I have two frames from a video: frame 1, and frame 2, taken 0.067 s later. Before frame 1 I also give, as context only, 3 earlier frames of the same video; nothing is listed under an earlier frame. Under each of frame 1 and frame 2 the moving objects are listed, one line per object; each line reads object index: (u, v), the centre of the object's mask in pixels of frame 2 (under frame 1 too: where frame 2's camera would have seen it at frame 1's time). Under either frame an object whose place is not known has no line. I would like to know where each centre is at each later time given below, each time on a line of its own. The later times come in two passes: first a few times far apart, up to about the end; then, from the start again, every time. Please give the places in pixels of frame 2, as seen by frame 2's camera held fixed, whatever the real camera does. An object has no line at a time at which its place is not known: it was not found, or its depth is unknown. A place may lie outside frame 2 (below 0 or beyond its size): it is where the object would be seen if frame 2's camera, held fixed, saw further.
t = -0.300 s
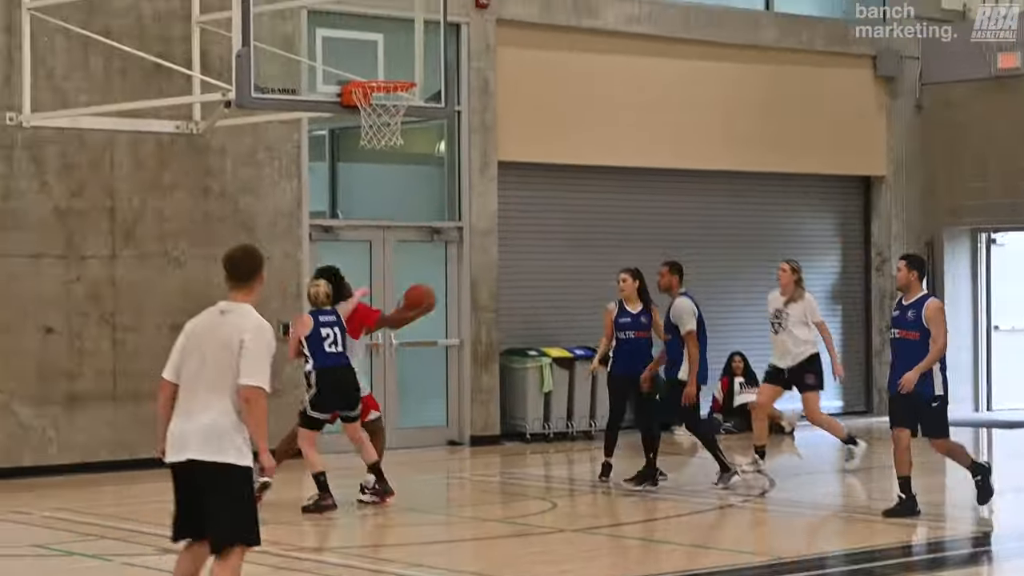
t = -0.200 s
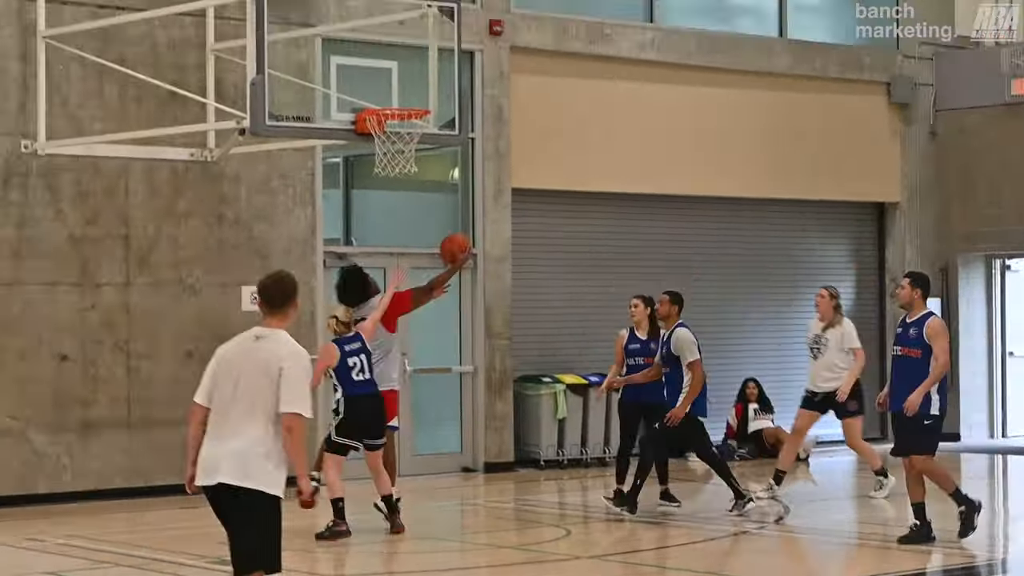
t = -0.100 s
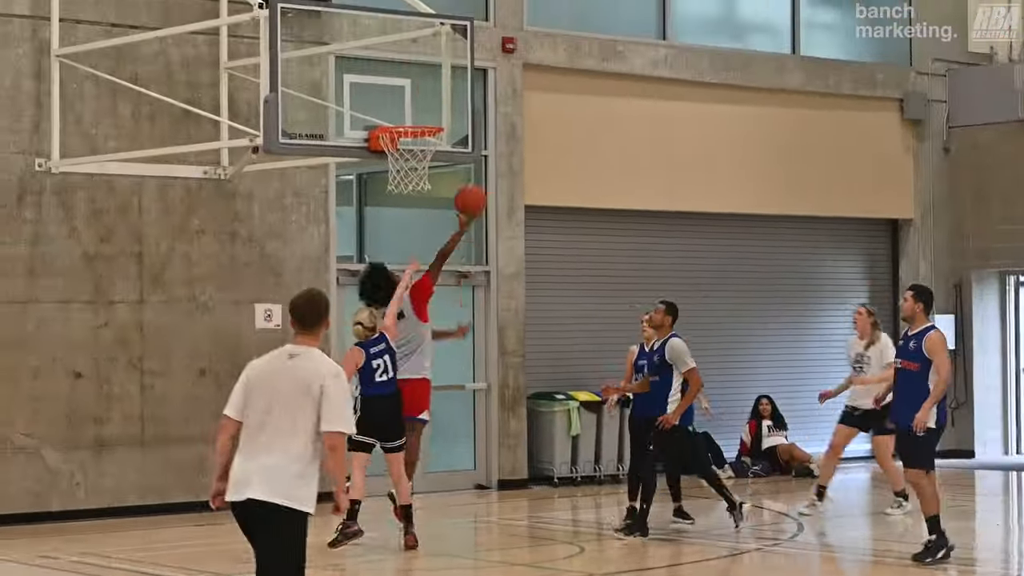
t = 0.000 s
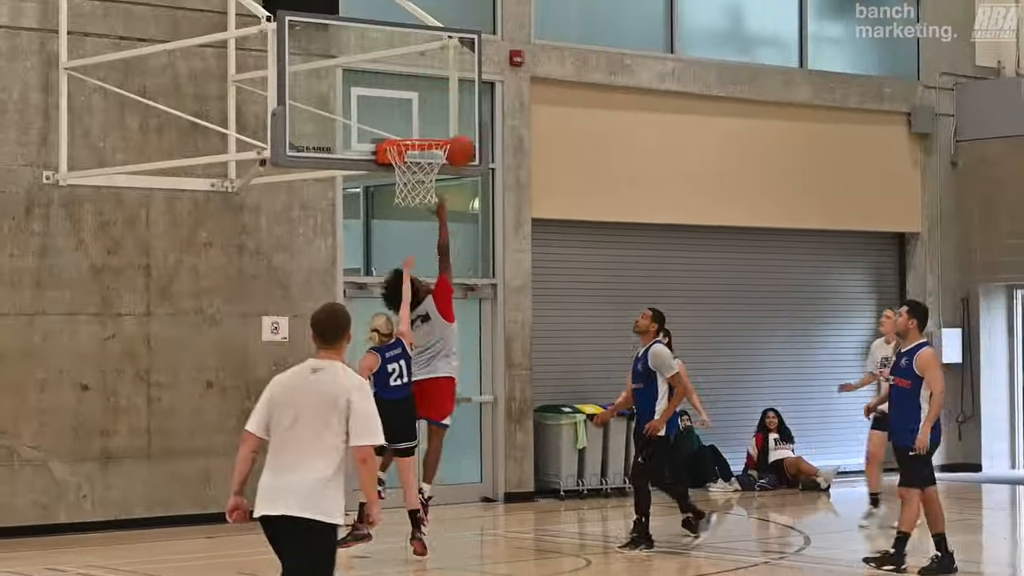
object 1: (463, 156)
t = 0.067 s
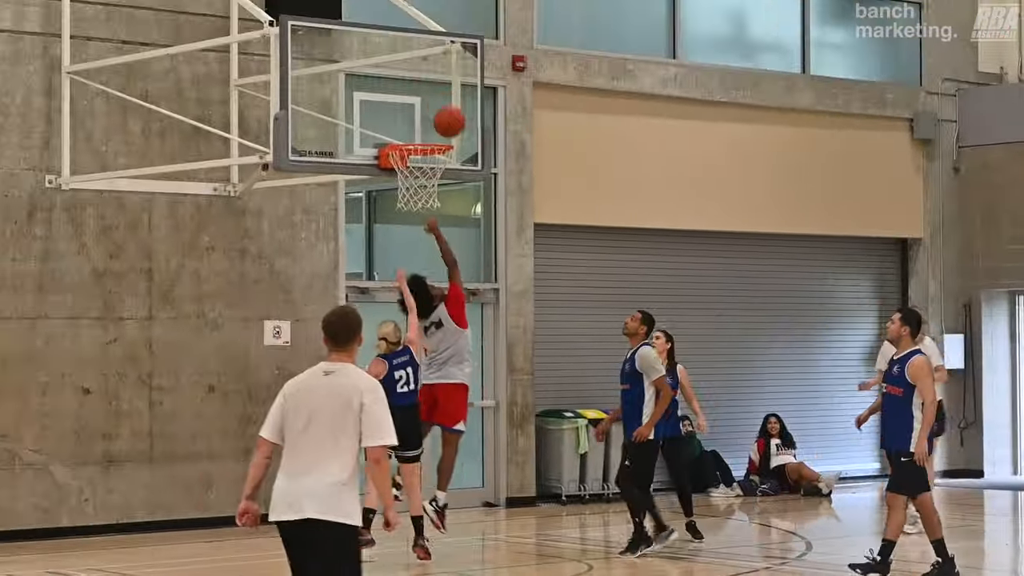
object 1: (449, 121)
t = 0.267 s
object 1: (430, 79)
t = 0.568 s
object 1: (420, 131)
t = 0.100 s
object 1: (443, 106)
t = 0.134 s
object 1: (437, 93)
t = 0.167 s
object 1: (433, 86)
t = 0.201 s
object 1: (432, 82)
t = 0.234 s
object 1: (431, 80)
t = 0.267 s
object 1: (430, 79)
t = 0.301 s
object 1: (430, 78)
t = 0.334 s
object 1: (428, 80)
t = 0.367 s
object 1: (427, 83)
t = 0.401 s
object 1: (426, 88)
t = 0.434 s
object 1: (425, 94)
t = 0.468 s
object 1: (424, 102)
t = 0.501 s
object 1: (422, 111)
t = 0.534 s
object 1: (421, 121)
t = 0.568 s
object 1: (420, 131)
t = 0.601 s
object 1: (420, 144)
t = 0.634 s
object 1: (422, 152)
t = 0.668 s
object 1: (425, 163)
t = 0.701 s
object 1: (420, 173)
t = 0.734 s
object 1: (421, 178)
